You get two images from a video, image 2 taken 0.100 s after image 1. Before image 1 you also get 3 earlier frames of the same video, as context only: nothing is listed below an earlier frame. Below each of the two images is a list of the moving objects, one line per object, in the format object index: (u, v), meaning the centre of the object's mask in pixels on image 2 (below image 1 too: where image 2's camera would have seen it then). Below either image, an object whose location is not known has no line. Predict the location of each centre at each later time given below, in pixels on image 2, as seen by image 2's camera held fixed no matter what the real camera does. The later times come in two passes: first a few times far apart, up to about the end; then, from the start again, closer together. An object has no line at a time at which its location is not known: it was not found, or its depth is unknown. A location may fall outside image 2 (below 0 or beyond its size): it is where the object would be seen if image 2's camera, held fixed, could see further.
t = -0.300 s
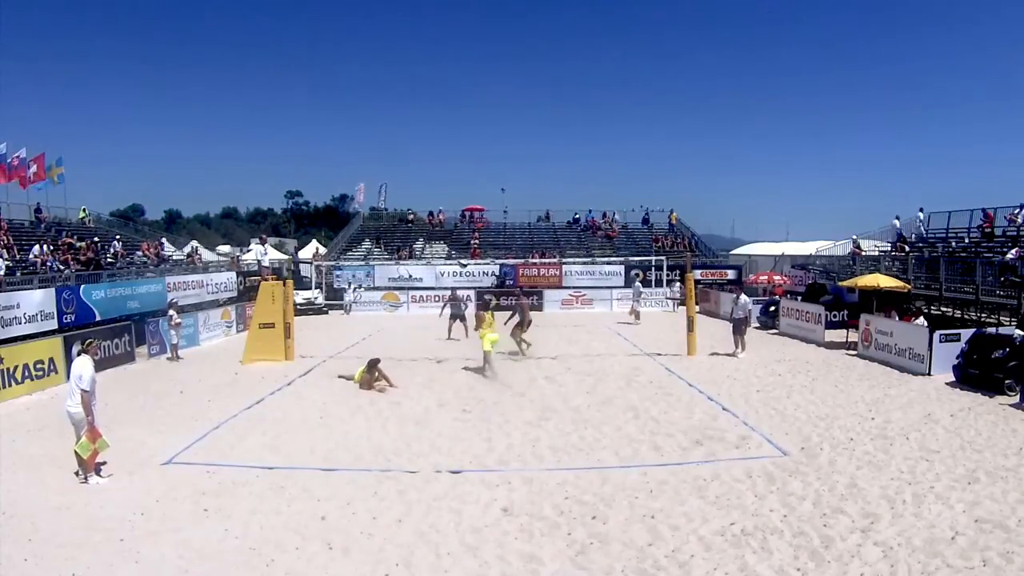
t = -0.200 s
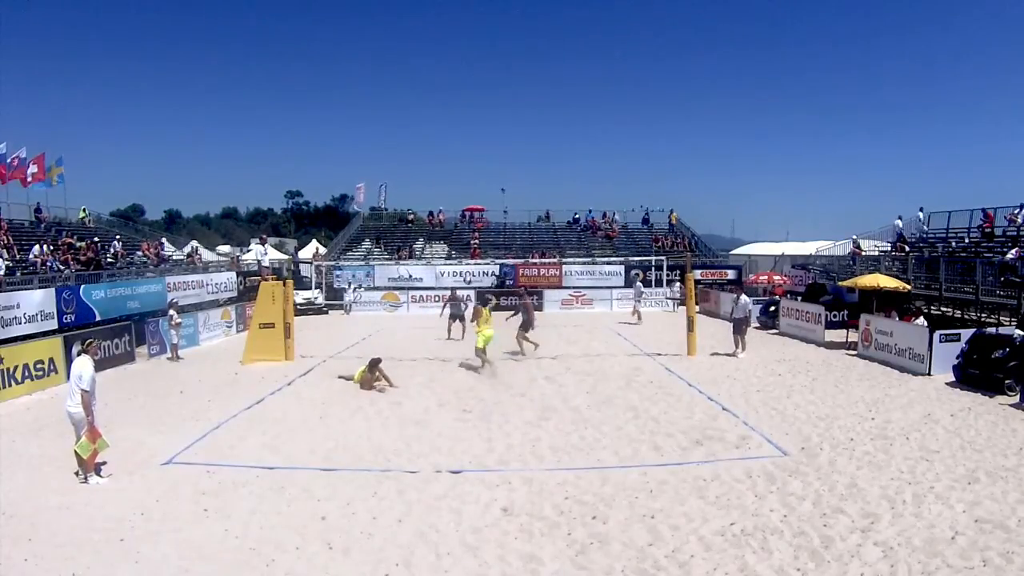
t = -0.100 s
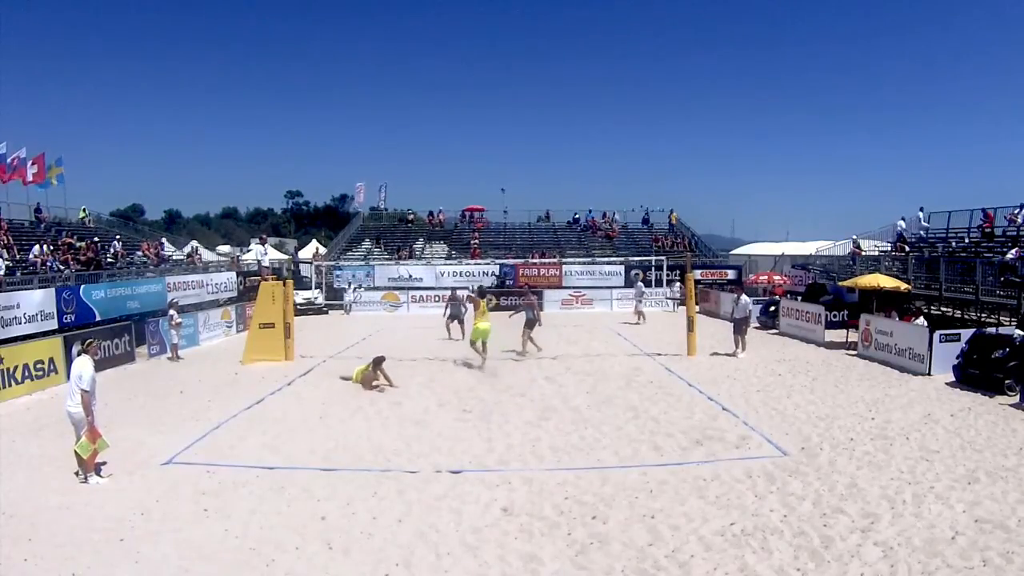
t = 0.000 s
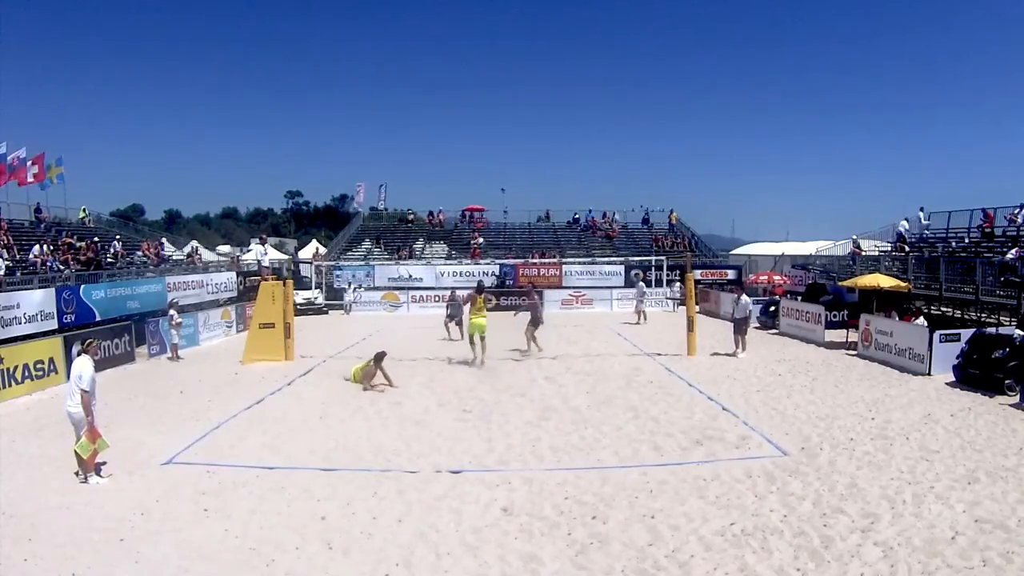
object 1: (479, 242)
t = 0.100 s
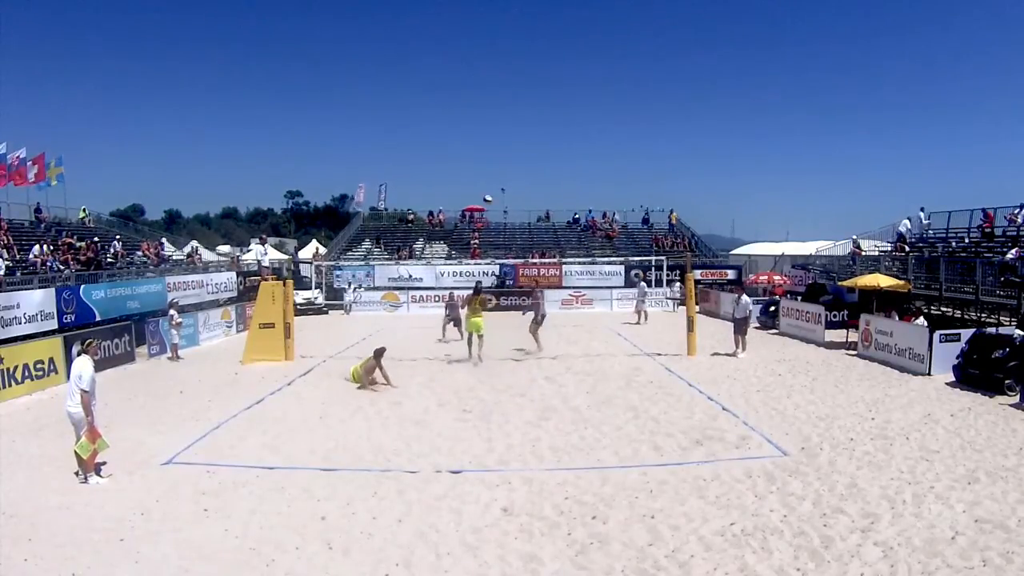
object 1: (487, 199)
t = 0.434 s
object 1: (507, 96)
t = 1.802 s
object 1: (524, 142)
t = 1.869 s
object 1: (522, 161)
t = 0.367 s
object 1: (503, 112)
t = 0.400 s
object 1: (505, 103)
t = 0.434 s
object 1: (507, 96)
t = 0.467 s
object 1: (509, 88)
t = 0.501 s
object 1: (510, 81)
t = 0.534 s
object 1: (511, 75)
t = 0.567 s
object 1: (512, 69)
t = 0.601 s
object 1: (513, 64)
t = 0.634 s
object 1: (514, 59)
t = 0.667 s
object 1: (516, 54)
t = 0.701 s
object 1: (516, 50)
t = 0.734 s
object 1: (518, 47)
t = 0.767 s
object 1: (519, 43)
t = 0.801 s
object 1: (521, 40)
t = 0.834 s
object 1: (521, 39)
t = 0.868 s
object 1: (522, 37)
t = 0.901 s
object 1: (523, 36)
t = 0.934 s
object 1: (523, 34)
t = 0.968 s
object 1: (525, 34)
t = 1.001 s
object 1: (525, 34)
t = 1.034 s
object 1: (526, 34)
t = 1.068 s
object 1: (526, 34)
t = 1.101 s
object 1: (527, 35)
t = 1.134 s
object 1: (528, 37)
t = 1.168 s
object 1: (528, 39)
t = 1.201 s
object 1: (528, 41)
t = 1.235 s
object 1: (528, 43)
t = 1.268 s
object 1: (528, 46)
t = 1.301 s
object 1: (528, 49)
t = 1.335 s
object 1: (528, 53)
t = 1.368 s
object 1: (529, 56)
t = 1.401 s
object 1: (529, 61)
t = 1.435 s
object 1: (529, 66)
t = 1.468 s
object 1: (529, 72)
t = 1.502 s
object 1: (528, 77)
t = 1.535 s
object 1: (528, 83)
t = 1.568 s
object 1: (528, 89)
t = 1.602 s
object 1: (528, 95)
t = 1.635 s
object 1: (527, 102)
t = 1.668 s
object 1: (527, 110)
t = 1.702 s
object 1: (526, 117)
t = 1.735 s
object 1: (526, 125)
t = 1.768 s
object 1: (525, 133)
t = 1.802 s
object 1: (524, 142)
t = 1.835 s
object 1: (523, 152)
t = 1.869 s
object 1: (522, 161)
